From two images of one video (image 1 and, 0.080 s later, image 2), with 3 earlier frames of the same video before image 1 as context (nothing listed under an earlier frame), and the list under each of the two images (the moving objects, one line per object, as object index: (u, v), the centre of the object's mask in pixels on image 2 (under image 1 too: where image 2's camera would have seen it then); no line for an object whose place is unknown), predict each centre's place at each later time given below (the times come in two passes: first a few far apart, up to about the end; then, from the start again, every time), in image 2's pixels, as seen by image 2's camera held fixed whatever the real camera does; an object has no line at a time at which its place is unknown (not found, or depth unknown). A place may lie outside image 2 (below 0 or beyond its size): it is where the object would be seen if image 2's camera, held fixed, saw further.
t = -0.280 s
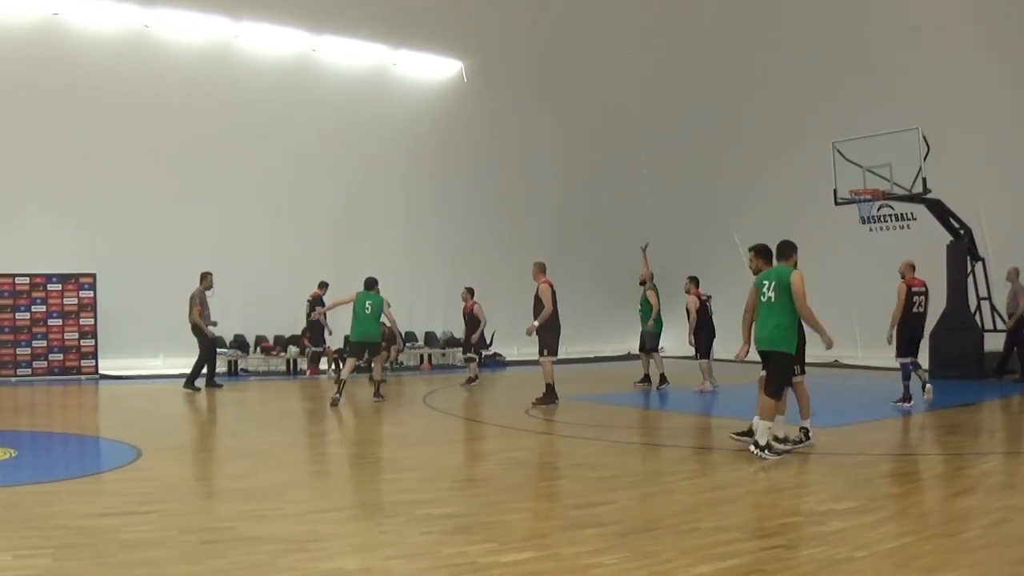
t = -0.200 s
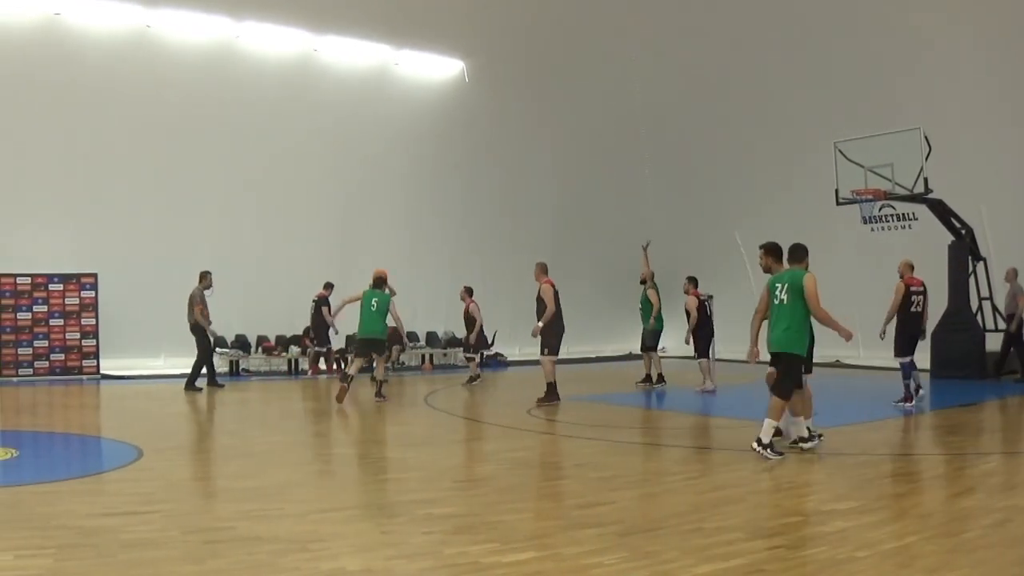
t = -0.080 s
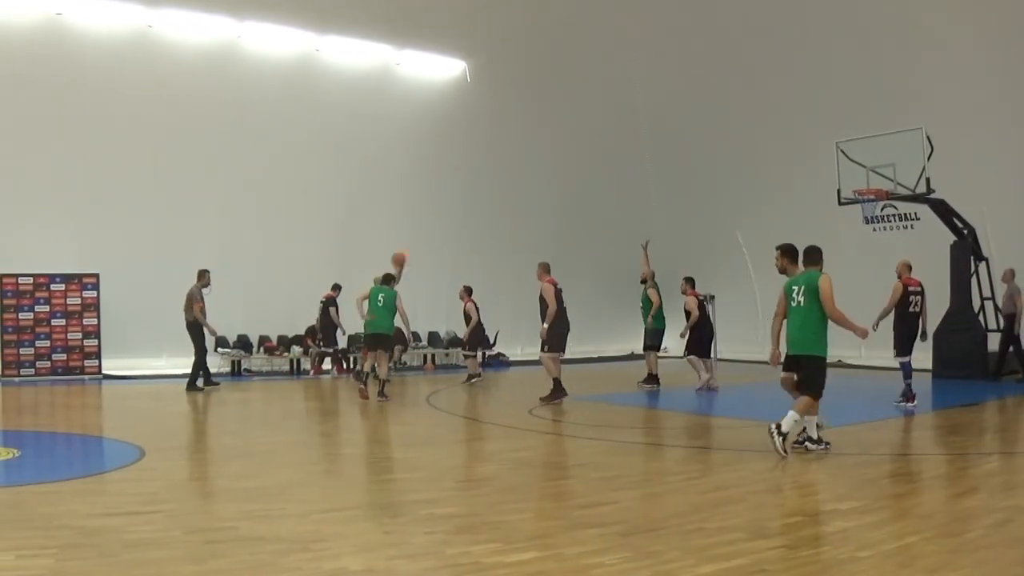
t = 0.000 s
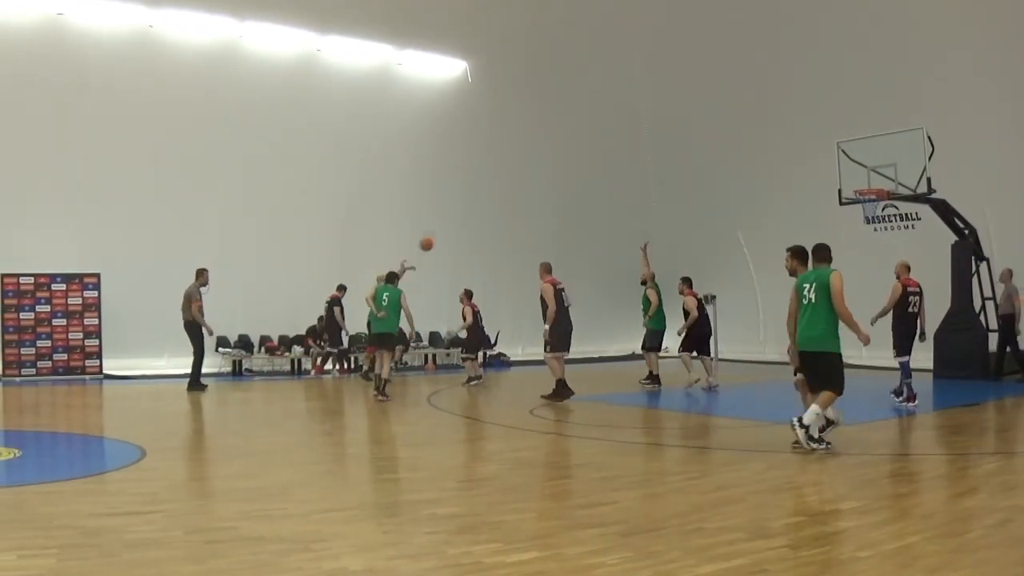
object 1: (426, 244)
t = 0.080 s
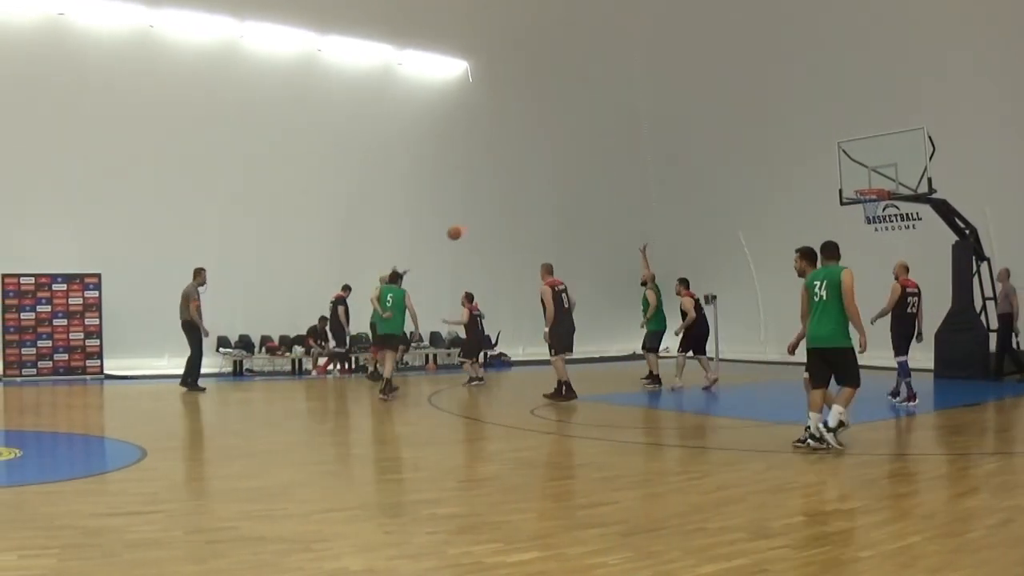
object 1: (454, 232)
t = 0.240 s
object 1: (509, 222)
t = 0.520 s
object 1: (600, 239)
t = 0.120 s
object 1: (468, 229)
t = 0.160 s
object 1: (482, 225)
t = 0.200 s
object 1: (496, 223)
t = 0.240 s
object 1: (509, 222)
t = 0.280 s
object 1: (523, 222)
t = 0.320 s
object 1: (536, 222)
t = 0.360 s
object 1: (549, 223)
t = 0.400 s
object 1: (562, 226)
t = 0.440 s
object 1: (575, 229)
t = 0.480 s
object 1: (588, 233)
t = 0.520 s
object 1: (600, 239)
